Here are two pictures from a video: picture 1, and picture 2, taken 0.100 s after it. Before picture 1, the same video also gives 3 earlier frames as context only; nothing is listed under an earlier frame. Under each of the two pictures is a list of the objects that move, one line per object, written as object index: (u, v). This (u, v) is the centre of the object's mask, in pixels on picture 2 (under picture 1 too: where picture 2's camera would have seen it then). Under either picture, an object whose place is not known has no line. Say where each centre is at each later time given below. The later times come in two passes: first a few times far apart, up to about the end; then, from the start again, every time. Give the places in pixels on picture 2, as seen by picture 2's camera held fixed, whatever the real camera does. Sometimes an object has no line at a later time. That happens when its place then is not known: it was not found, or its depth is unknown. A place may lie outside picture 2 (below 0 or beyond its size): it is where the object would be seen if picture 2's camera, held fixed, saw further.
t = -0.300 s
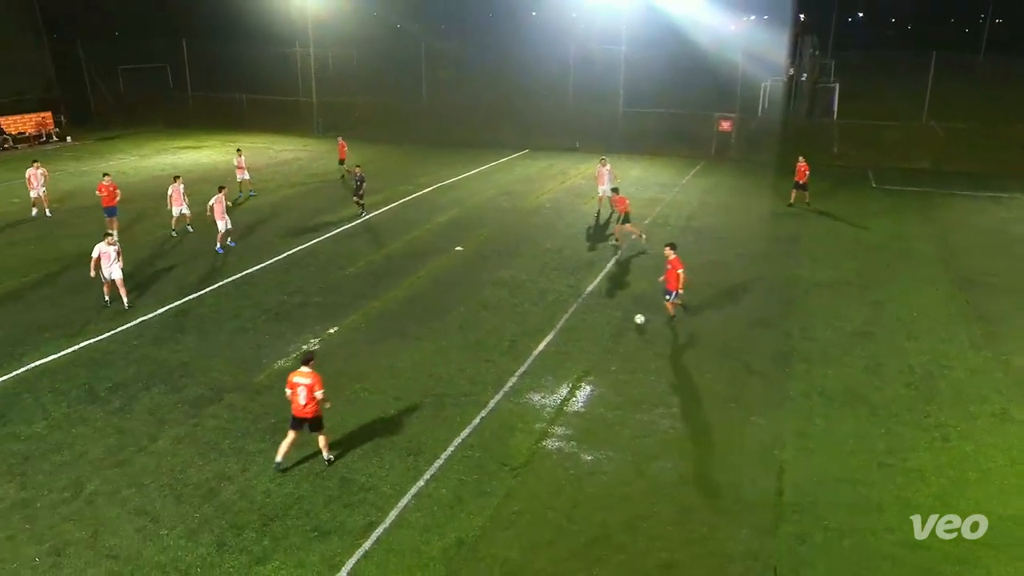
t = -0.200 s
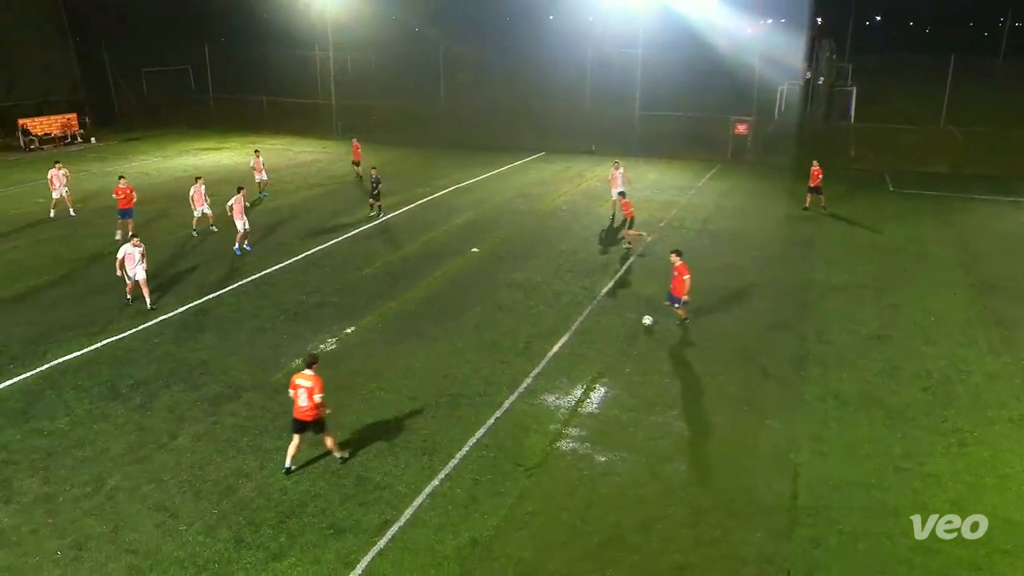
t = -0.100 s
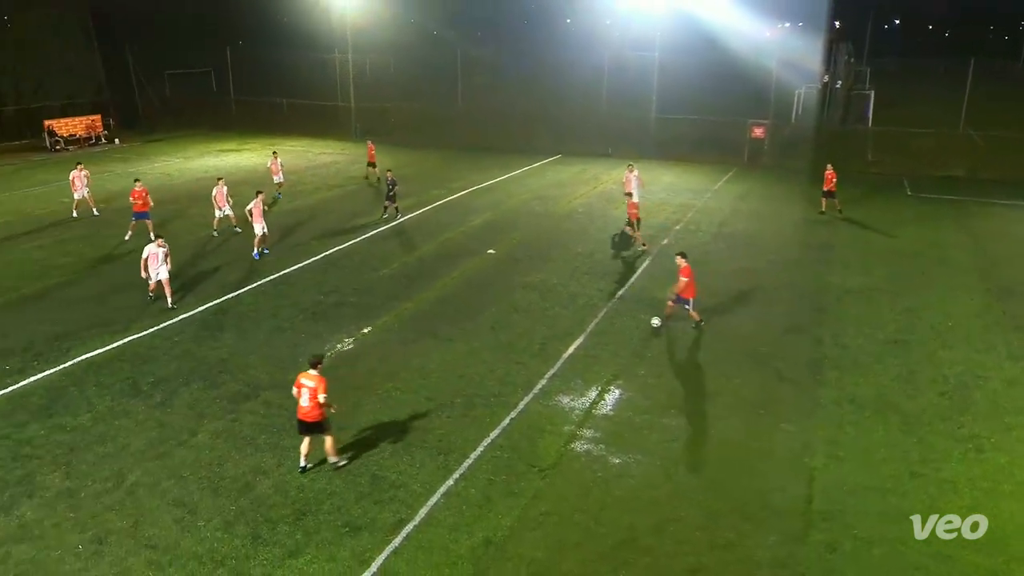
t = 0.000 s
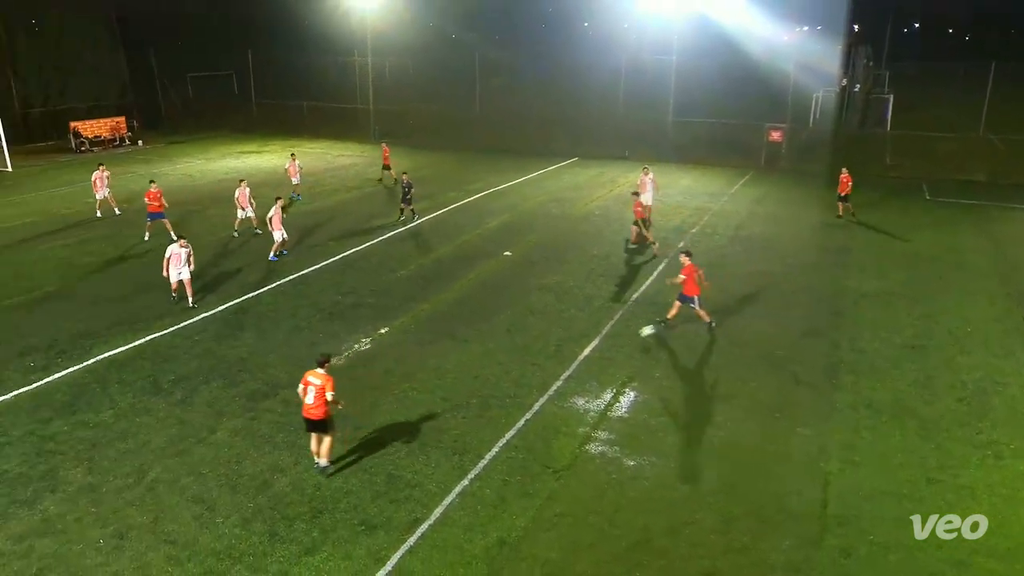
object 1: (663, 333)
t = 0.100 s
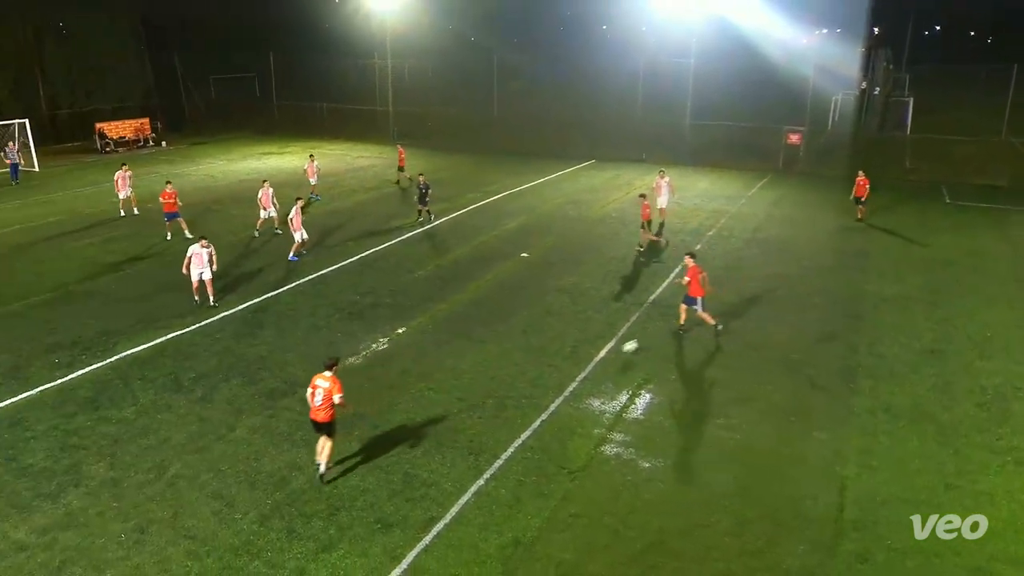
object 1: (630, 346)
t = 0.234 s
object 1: (582, 369)
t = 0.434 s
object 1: (512, 400)
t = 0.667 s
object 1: (426, 437)
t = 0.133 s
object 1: (618, 352)
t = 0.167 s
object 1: (607, 358)
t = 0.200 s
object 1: (594, 365)
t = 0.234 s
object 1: (582, 369)
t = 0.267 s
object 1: (571, 373)
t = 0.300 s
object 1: (559, 378)
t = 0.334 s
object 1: (548, 384)
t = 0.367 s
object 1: (536, 390)
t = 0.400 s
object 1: (524, 394)
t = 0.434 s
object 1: (512, 400)
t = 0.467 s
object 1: (500, 406)
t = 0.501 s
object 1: (487, 411)
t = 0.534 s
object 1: (475, 416)
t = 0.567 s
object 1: (464, 421)
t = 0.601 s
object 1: (451, 427)
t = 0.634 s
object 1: (438, 432)
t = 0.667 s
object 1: (426, 437)
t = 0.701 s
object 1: (413, 443)
